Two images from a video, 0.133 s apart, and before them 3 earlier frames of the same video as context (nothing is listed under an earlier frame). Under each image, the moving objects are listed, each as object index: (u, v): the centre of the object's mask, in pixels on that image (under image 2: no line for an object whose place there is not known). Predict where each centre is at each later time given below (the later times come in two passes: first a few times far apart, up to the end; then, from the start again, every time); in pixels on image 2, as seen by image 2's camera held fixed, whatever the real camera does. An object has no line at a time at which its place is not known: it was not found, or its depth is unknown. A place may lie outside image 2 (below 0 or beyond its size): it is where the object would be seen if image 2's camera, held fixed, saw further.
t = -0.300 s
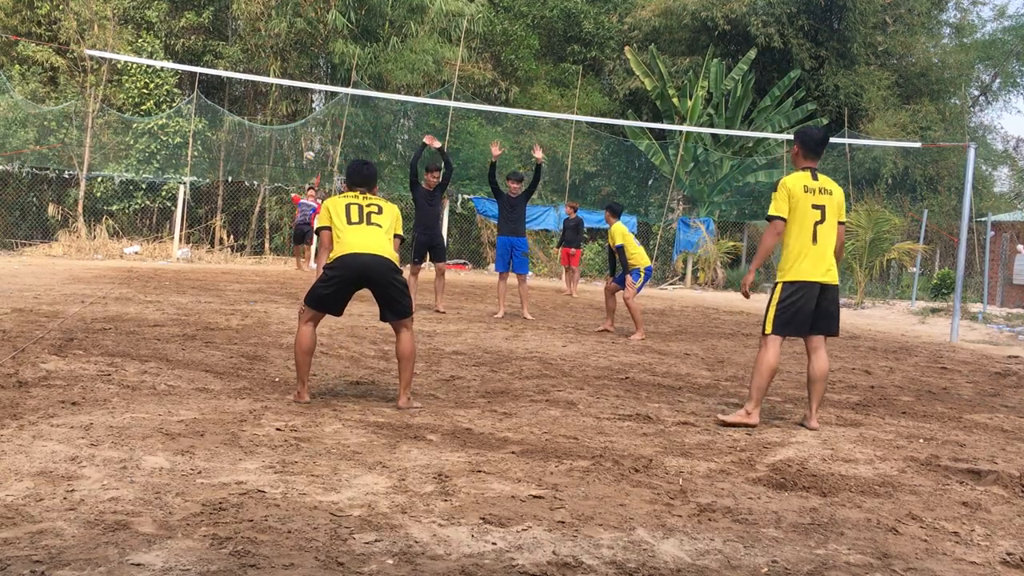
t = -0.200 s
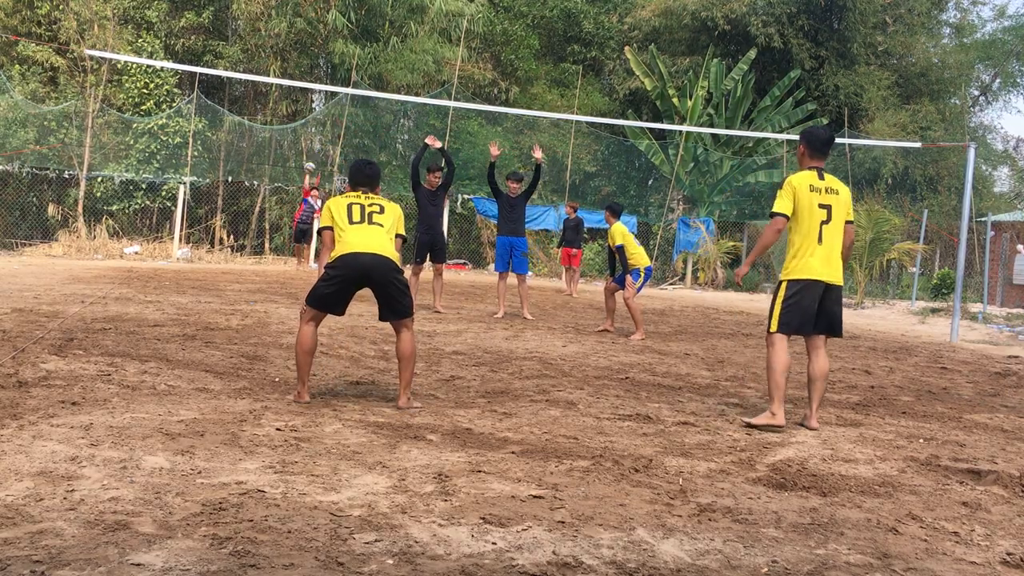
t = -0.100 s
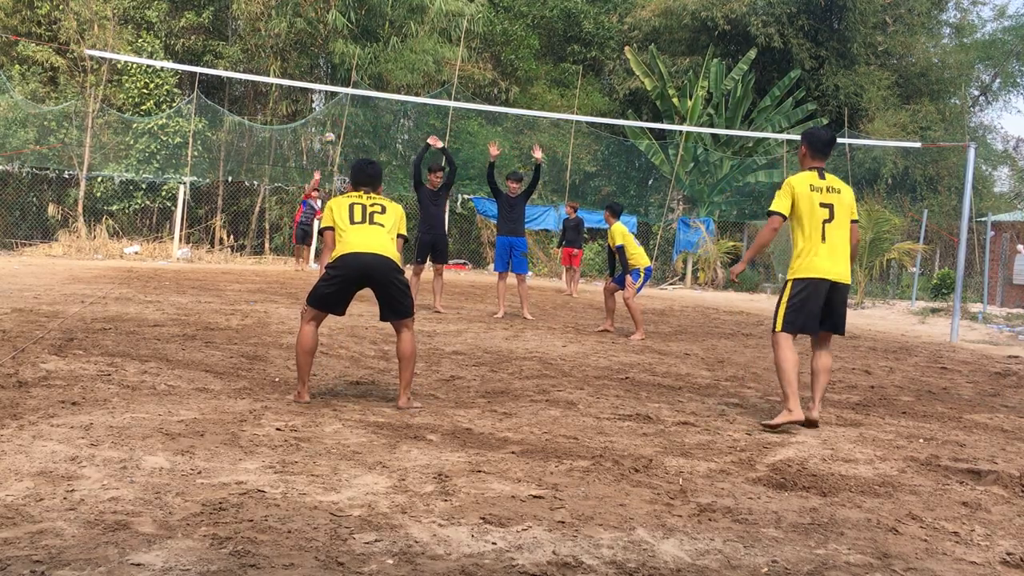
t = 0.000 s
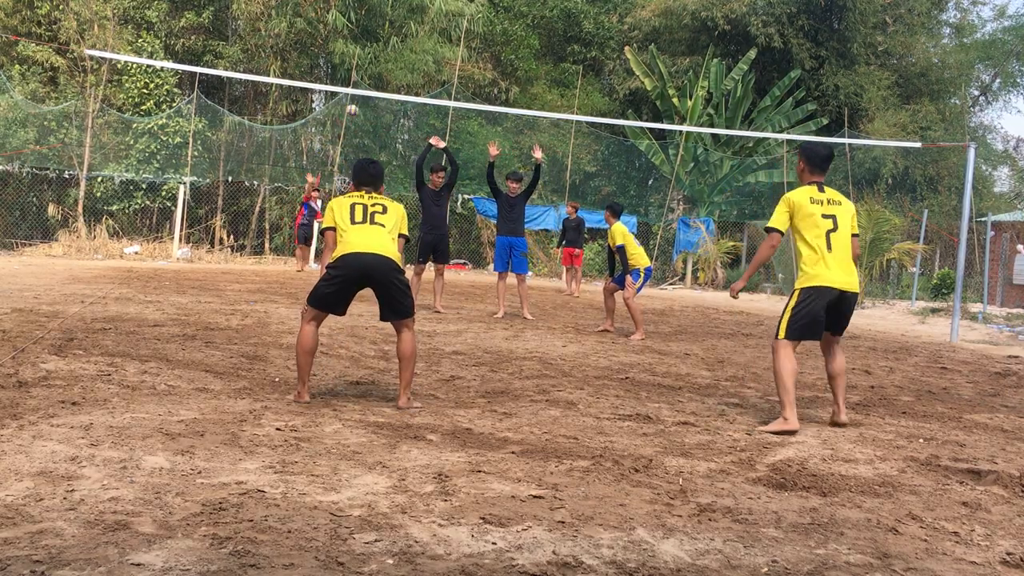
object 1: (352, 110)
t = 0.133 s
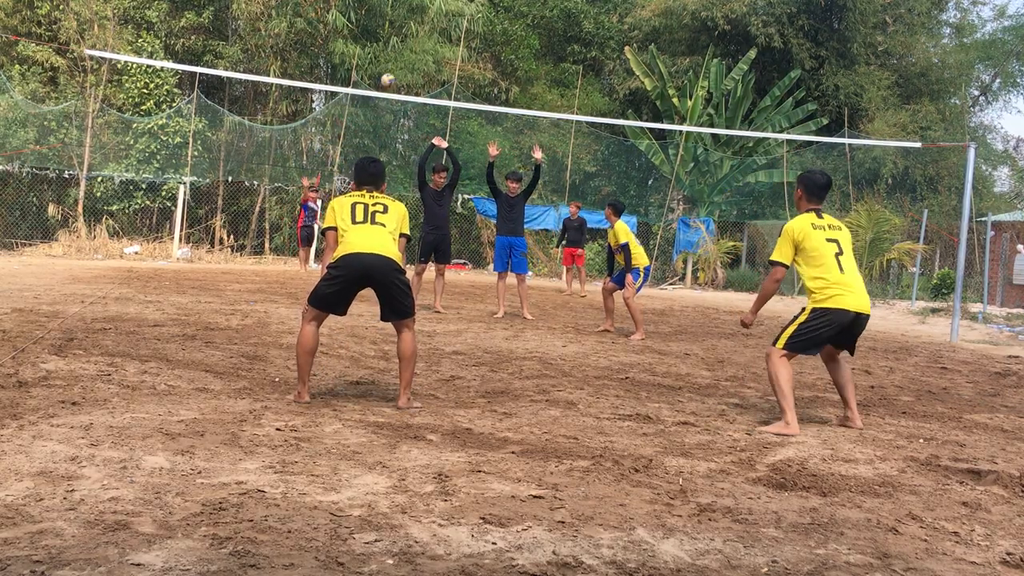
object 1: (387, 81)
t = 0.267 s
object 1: (429, 57)
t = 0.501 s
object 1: (525, 37)
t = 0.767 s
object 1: (696, 88)
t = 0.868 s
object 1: (793, 143)
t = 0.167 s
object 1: (397, 73)
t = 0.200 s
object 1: (407, 67)
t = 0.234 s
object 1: (417, 62)
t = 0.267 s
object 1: (429, 57)
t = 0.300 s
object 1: (441, 52)
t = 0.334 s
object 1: (454, 48)
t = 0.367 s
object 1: (466, 44)
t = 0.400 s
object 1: (479, 42)
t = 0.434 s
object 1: (493, 39)
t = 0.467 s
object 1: (508, 37)
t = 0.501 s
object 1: (525, 37)
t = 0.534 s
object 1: (542, 39)
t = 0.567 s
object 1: (560, 40)
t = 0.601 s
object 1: (579, 44)
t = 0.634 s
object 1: (599, 49)
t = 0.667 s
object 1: (621, 56)
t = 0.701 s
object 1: (644, 64)
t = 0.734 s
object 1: (669, 75)
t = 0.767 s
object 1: (696, 88)
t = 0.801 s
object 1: (725, 103)
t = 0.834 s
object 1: (757, 121)
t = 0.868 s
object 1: (793, 143)
